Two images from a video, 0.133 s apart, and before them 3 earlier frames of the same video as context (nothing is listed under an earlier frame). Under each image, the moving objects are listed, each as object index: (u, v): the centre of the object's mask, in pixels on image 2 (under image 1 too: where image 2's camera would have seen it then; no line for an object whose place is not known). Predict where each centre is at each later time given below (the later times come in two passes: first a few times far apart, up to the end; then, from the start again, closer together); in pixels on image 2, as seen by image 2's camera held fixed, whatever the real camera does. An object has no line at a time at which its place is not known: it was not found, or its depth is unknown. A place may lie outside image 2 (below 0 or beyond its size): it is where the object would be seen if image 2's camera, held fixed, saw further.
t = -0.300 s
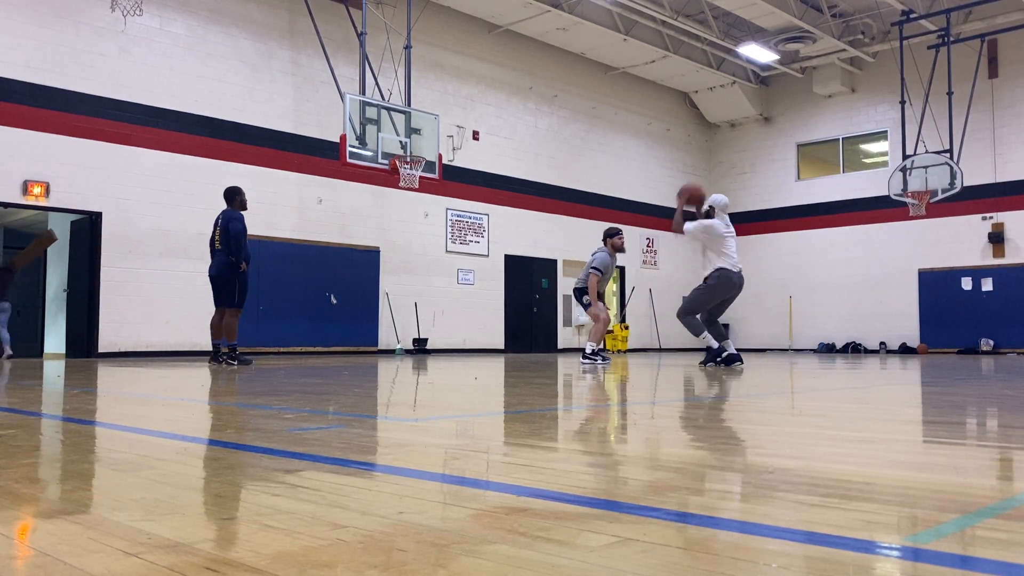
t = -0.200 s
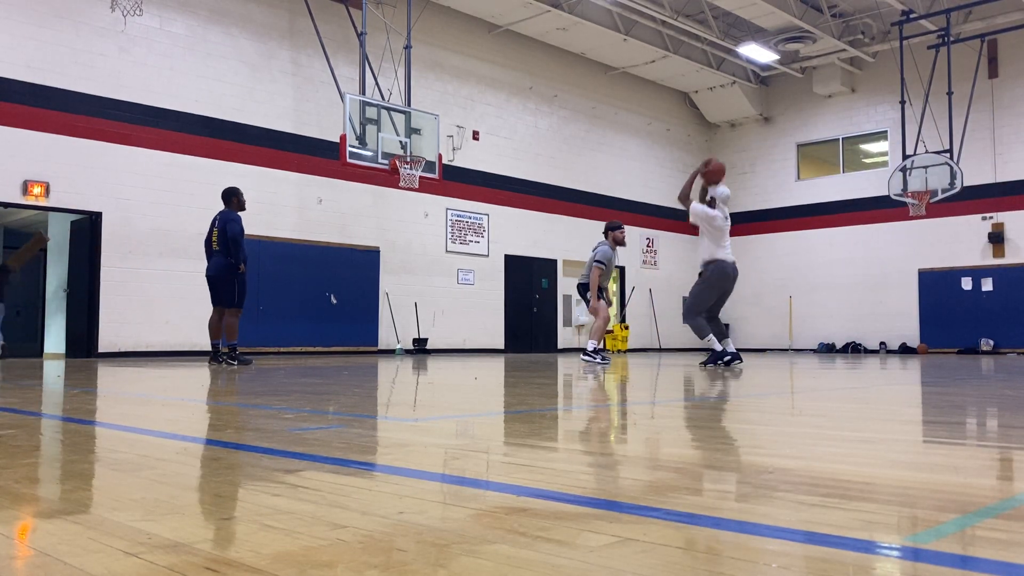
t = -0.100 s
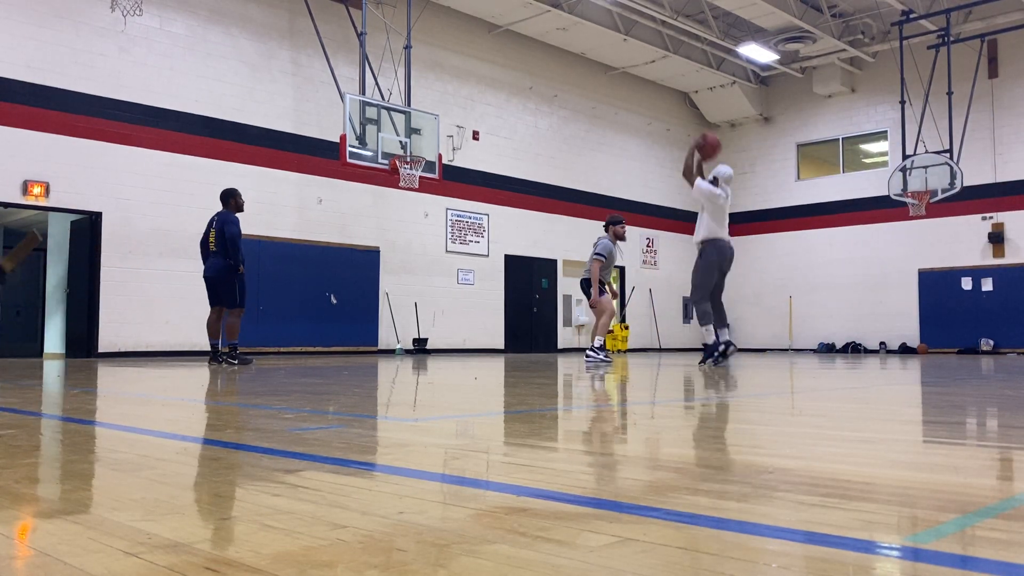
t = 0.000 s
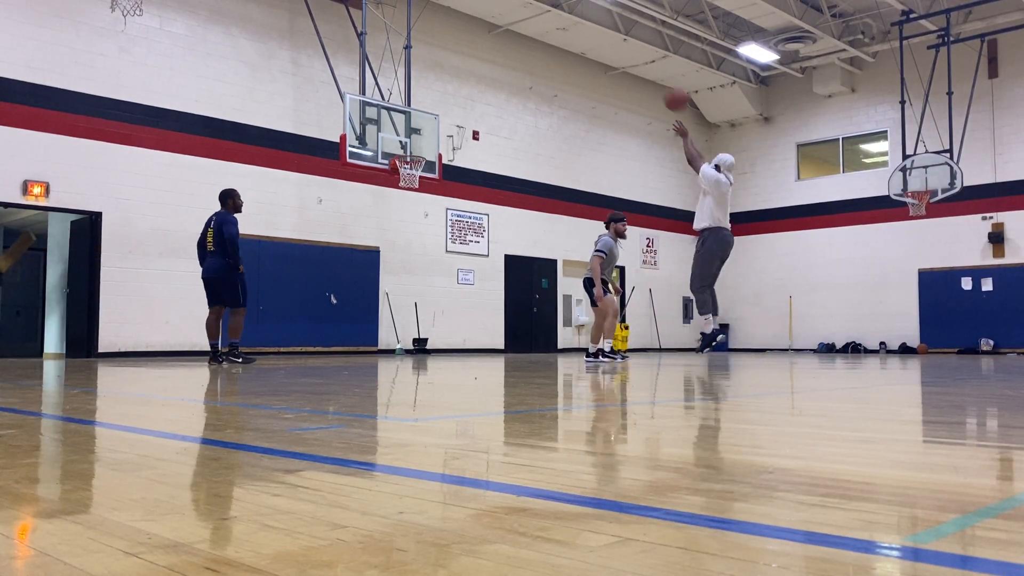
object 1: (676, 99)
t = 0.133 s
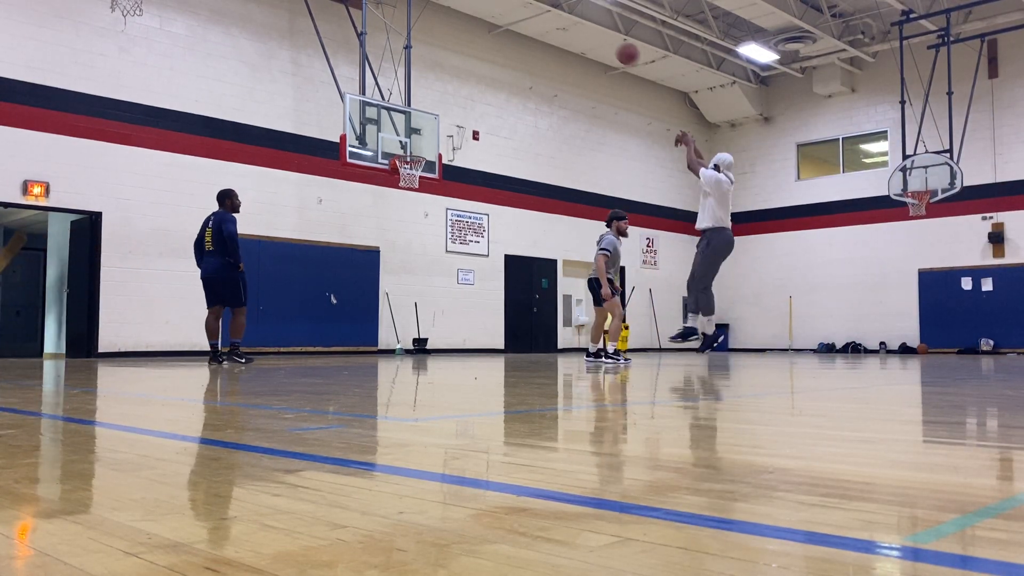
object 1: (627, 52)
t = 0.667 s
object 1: (489, 46)
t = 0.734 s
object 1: (477, 59)
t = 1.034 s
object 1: (424, 144)
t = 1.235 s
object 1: (393, 147)
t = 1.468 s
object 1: (359, 147)
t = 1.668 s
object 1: (345, 155)
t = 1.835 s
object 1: (337, 178)
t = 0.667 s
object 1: (489, 46)
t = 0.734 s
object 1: (477, 59)
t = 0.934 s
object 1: (441, 111)
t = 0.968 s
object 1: (435, 122)
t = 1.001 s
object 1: (430, 132)
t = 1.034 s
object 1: (424, 144)
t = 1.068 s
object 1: (419, 152)
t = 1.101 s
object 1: (415, 153)
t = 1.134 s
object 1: (408, 155)
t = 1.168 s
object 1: (402, 151)
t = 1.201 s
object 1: (397, 149)
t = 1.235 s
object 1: (393, 147)
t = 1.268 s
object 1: (388, 145)
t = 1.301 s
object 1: (383, 144)
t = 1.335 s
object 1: (378, 143)
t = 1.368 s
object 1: (374, 143)
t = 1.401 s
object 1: (369, 144)
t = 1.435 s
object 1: (365, 145)
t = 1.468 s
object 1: (359, 147)
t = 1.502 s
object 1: (354, 150)
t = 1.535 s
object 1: (351, 151)
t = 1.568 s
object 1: (349, 152)
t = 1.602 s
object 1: (347, 153)
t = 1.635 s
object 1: (346, 154)
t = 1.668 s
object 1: (345, 155)
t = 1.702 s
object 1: (344, 159)
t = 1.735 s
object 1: (342, 162)
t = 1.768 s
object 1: (340, 166)
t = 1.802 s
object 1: (339, 171)
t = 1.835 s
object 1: (337, 178)
